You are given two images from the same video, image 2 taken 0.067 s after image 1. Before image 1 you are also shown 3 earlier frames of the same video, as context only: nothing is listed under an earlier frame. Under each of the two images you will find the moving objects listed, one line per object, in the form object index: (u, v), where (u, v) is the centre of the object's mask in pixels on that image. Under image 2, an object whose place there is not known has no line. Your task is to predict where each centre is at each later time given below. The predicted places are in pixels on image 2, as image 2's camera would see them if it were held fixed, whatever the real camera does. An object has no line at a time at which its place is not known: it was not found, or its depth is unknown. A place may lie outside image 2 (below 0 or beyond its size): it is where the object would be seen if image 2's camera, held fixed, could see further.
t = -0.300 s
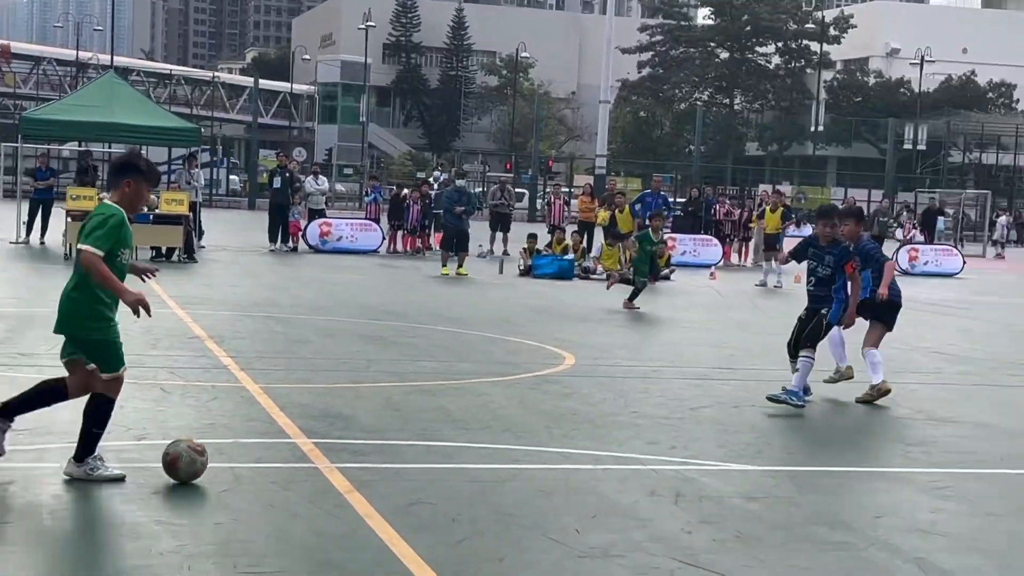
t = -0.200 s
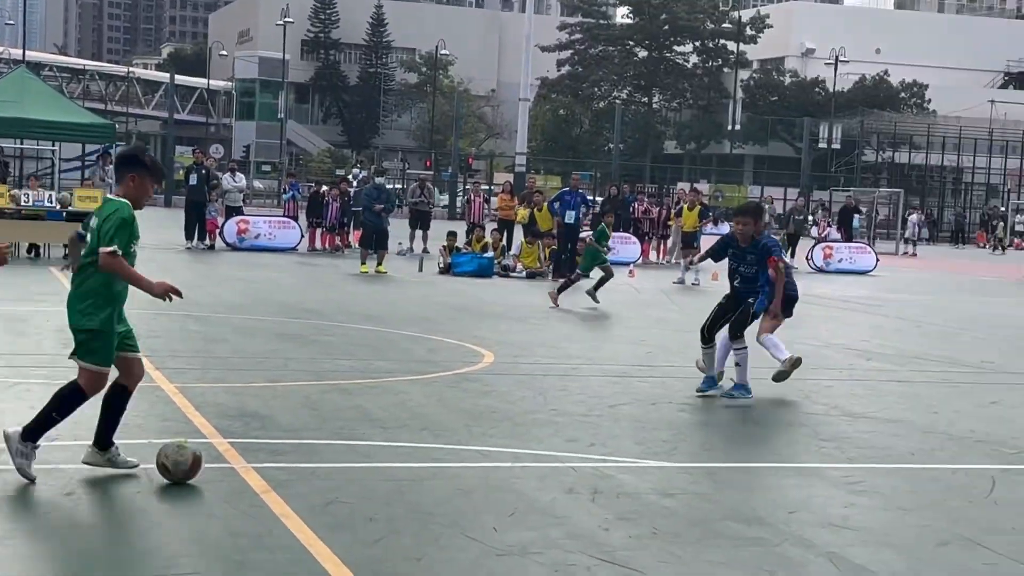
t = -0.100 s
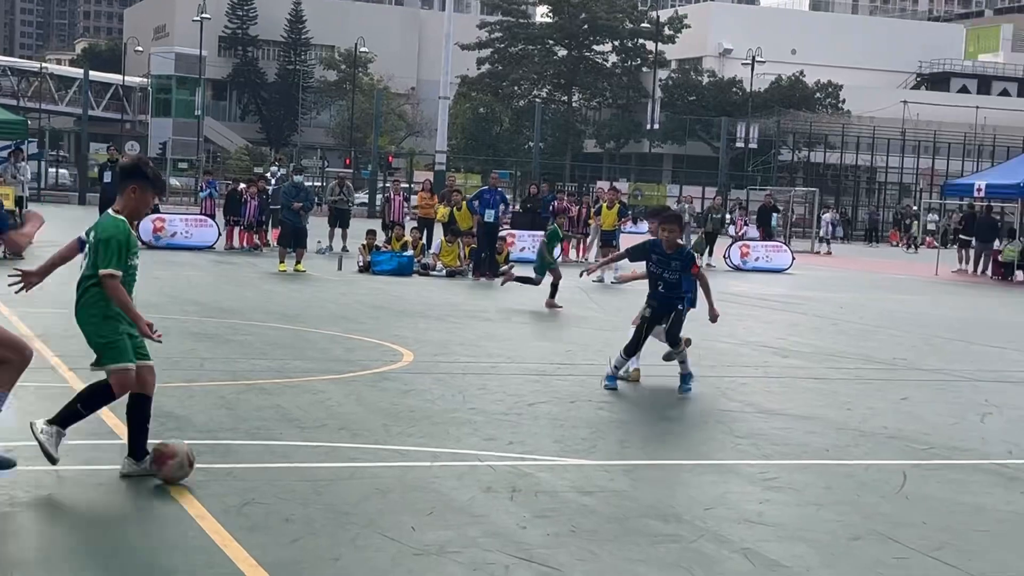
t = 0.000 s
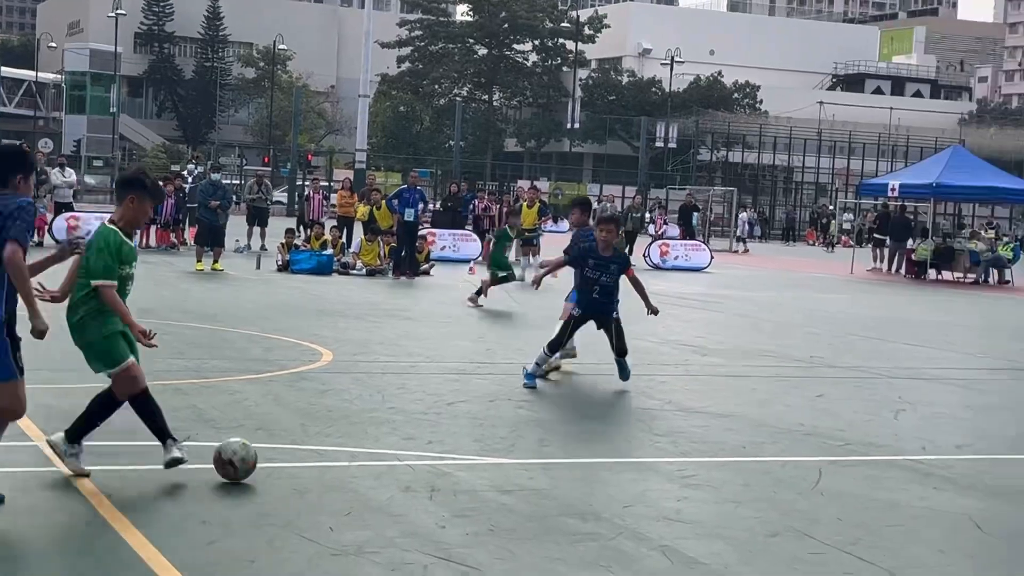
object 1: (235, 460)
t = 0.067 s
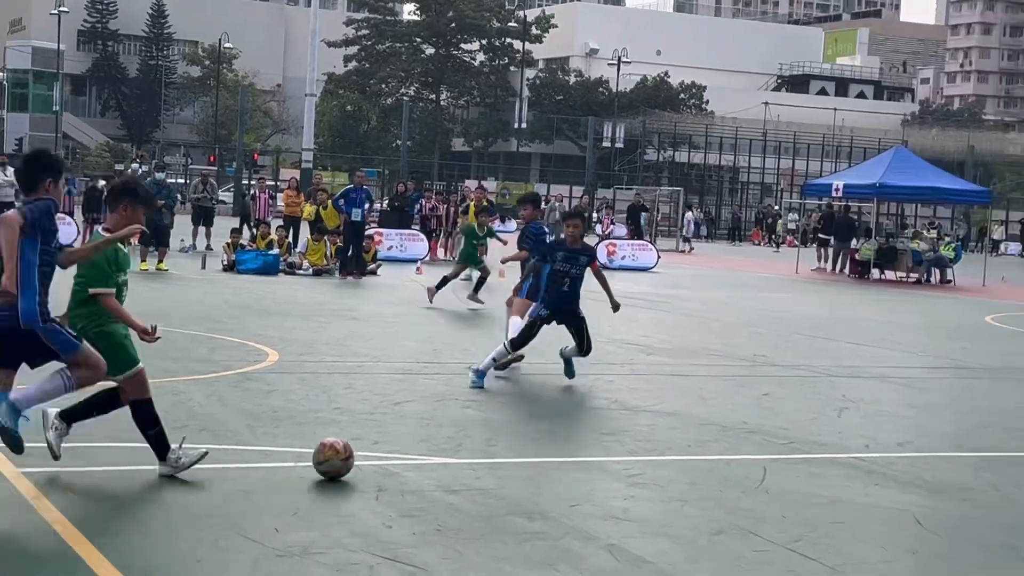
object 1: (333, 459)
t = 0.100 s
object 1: (404, 456)
